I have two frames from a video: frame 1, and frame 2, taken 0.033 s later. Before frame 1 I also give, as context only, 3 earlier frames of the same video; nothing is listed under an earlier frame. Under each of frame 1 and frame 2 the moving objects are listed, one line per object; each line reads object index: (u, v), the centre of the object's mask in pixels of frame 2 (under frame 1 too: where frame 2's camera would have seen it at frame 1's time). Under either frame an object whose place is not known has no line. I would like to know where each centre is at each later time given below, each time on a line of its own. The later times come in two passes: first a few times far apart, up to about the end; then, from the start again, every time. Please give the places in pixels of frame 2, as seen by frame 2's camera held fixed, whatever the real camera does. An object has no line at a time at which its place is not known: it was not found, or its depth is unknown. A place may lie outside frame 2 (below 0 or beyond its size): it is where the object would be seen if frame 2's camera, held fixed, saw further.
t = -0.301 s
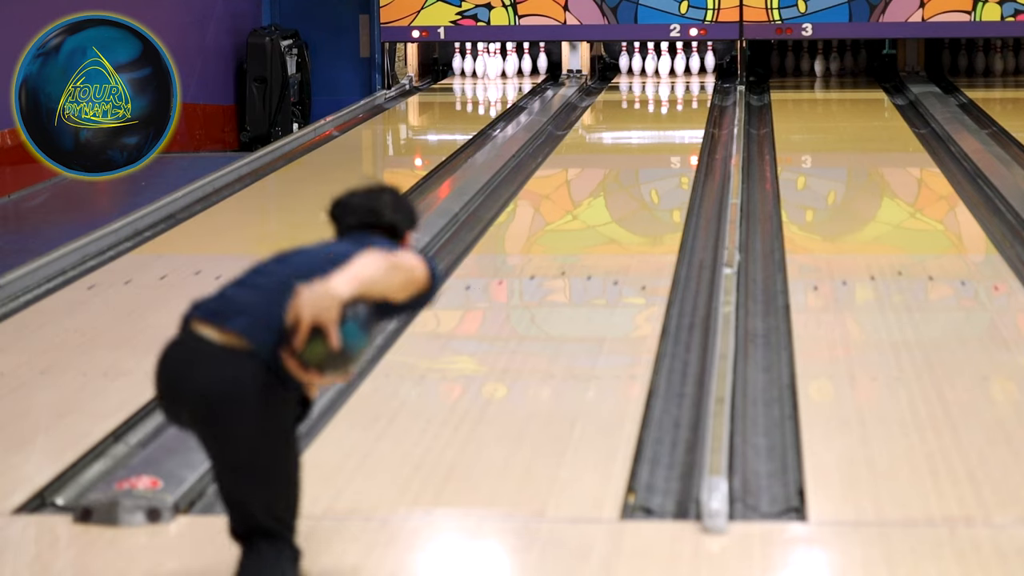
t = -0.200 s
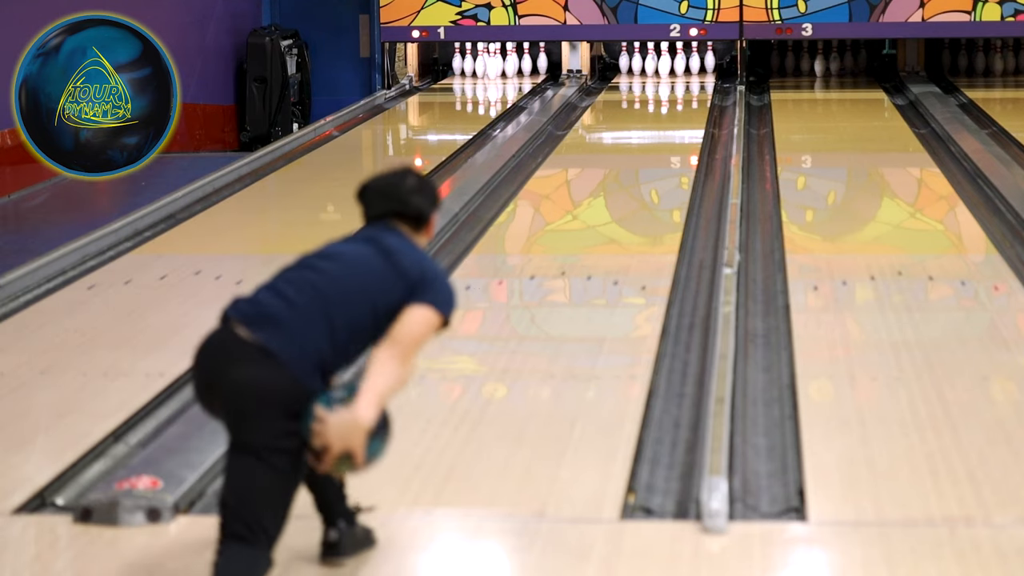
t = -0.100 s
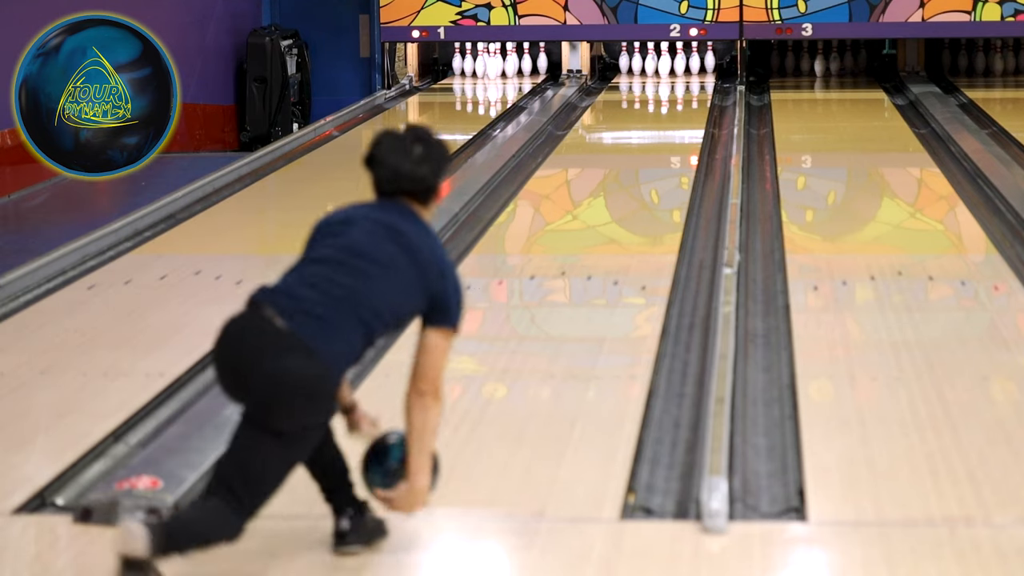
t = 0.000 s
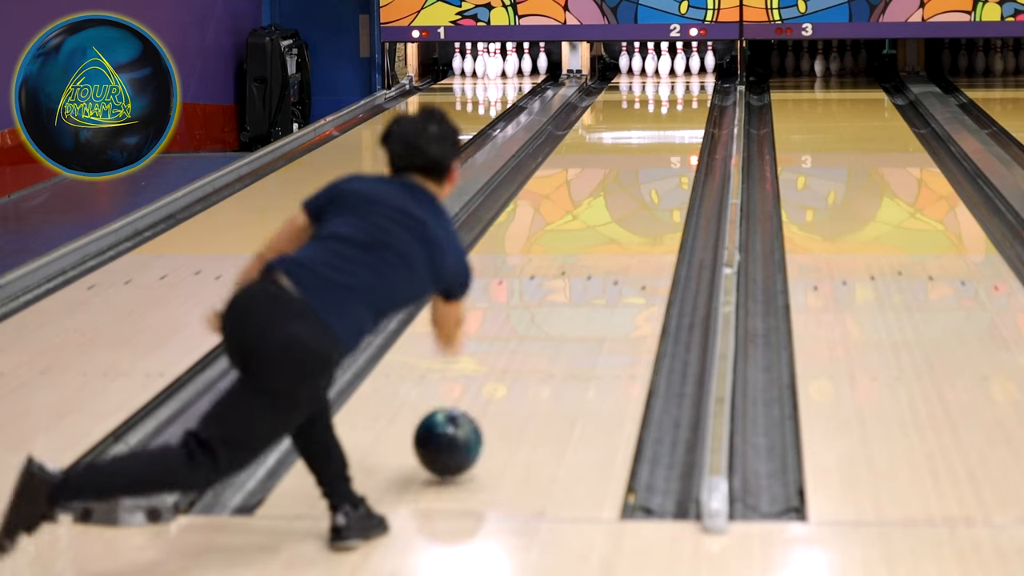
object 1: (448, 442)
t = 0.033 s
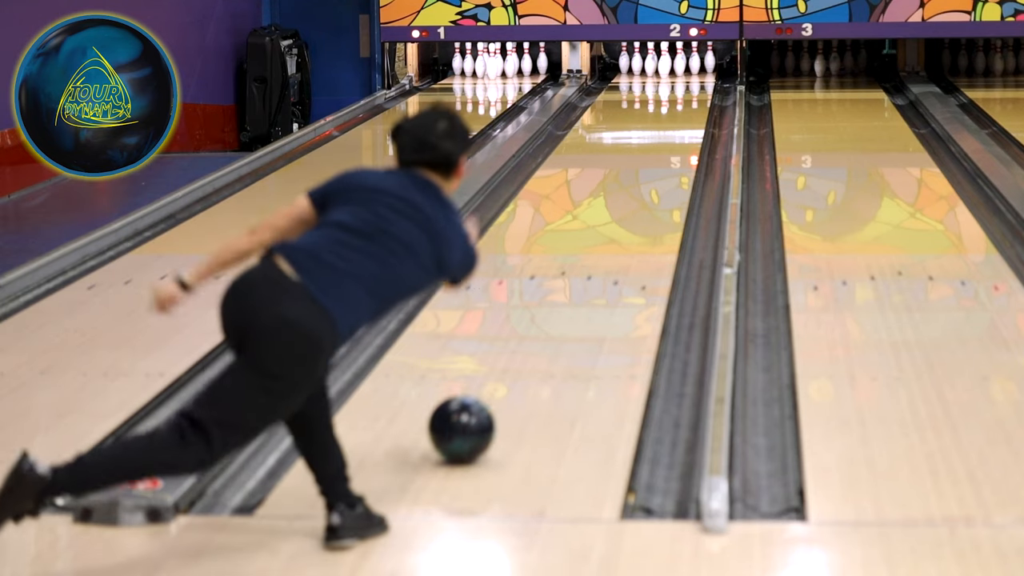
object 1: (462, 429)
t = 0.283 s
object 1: (540, 324)
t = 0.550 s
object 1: (593, 250)
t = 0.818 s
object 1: (629, 198)
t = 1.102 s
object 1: (656, 158)
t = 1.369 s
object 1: (673, 130)
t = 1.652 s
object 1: (683, 107)
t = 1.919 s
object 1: (686, 89)
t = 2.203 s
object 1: (678, 74)
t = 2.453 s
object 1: (671, 66)
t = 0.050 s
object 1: (468, 420)
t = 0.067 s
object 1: (474, 412)
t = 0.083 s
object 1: (480, 404)
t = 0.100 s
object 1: (486, 396)
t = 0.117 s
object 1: (492, 389)
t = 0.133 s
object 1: (497, 382)
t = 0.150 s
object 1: (503, 374)
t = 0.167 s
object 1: (508, 367)
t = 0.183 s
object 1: (513, 361)
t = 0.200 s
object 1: (517, 354)
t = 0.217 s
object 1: (522, 347)
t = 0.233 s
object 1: (527, 341)
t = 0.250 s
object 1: (531, 335)
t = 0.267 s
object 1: (536, 329)
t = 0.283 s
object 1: (540, 324)
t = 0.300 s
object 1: (544, 318)
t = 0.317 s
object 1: (547, 313)
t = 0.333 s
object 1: (551, 307)
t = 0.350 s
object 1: (555, 302)
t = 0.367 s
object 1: (559, 297)
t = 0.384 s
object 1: (563, 292)
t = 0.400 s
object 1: (566, 287)
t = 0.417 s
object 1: (569, 283)
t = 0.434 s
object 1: (572, 278)
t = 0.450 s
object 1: (575, 274)
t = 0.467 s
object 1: (579, 270)
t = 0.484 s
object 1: (582, 266)
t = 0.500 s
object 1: (585, 262)
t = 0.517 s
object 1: (588, 257)
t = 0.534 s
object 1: (590, 254)
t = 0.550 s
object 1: (593, 250)
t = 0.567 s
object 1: (596, 246)
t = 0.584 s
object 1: (598, 242)
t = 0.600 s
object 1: (601, 239)
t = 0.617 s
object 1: (603, 235)
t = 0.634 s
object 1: (606, 232)
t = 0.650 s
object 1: (608, 228)
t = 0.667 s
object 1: (610, 225)
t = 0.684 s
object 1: (612, 222)
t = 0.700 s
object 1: (615, 219)
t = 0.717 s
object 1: (617, 215)
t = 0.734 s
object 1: (619, 212)
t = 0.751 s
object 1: (621, 209)
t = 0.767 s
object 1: (623, 206)
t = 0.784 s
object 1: (625, 204)
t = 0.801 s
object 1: (627, 201)
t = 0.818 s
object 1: (629, 198)
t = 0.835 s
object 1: (631, 195)
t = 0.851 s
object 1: (633, 192)
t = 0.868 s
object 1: (634, 190)
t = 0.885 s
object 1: (636, 188)
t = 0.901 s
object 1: (638, 185)
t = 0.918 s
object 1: (639, 183)
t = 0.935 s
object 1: (641, 180)
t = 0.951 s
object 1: (642, 178)
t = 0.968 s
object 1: (644, 175)
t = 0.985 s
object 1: (646, 173)
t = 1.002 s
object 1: (647, 171)
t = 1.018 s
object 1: (649, 168)
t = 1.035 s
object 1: (650, 166)
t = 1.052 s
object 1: (652, 164)
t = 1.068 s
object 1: (653, 162)
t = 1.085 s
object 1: (654, 160)
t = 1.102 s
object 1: (656, 158)
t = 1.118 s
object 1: (657, 156)
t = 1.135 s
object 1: (658, 154)
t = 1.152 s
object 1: (659, 152)
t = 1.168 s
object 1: (660, 150)
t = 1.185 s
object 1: (662, 148)
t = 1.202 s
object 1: (663, 147)
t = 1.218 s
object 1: (664, 145)
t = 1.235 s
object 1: (665, 143)
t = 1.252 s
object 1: (666, 141)
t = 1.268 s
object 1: (667, 140)
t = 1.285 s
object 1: (668, 138)
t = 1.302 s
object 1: (669, 136)
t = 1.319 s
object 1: (670, 135)
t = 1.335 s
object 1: (671, 133)
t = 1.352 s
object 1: (672, 131)
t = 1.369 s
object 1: (673, 130)
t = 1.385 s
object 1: (673, 128)
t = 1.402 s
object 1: (674, 127)
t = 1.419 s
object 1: (675, 125)
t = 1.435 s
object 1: (676, 124)
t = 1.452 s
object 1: (676, 122)
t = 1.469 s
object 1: (677, 121)
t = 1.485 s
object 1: (678, 119)
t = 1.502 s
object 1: (679, 118)
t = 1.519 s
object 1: (679, 117)
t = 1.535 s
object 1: (680, 115)
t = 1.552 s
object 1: (680, 114)
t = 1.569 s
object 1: (681, 113)
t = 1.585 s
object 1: (681, 111)
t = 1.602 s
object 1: (682, 110)
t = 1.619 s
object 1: (682, 109)
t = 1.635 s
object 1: (683, 108)
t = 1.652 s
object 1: (683, 107)
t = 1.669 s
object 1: (683, 105)
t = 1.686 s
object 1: (684, 104)
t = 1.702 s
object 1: (684, 103)
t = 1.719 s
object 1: (685, 101)
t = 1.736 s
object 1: (685, 101)
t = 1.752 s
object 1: (685, 99)
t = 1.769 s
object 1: (686, 98)
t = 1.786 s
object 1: (686, 97)
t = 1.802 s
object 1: (686, 96)
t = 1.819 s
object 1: (686, 95)
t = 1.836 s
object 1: (686, 94)
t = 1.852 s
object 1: (686, 93)
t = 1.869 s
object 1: (686, 92)
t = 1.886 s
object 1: (686, 91)
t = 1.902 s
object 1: (686, 90)
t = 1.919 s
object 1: (686, 89)
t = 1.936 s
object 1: (686, 88)
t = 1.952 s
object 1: (686, 87)
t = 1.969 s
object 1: (686, 86)
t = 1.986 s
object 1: (685, 85)
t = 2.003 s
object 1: (685, 84)
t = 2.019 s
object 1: (685, 83)
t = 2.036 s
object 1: (684, 82)
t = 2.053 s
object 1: (684, 82)
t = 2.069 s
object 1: (683, 81)
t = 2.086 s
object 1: (682, 80)
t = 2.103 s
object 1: (682, 79)
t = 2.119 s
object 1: (682, 78)
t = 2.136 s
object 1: (681, 77)
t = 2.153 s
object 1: (681, 77)
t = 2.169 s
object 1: (680, 76)
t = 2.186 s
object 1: (679, 75)
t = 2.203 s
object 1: (678, 74)
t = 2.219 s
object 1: (678, 74)
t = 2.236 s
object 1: (677, 73)
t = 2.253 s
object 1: (676, 72)
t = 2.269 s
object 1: (675, 72)
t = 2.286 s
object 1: (674, 71)
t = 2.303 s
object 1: (673, 70)
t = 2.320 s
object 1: (673, 69)
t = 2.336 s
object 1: (671, 69)
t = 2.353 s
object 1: (672, 68)
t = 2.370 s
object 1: (672, 68)
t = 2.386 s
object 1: (672, 67)
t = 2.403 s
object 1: (672, 67)
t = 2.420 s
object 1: (672, 67)
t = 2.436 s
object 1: (671, 66)
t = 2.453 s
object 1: (671, 66)
